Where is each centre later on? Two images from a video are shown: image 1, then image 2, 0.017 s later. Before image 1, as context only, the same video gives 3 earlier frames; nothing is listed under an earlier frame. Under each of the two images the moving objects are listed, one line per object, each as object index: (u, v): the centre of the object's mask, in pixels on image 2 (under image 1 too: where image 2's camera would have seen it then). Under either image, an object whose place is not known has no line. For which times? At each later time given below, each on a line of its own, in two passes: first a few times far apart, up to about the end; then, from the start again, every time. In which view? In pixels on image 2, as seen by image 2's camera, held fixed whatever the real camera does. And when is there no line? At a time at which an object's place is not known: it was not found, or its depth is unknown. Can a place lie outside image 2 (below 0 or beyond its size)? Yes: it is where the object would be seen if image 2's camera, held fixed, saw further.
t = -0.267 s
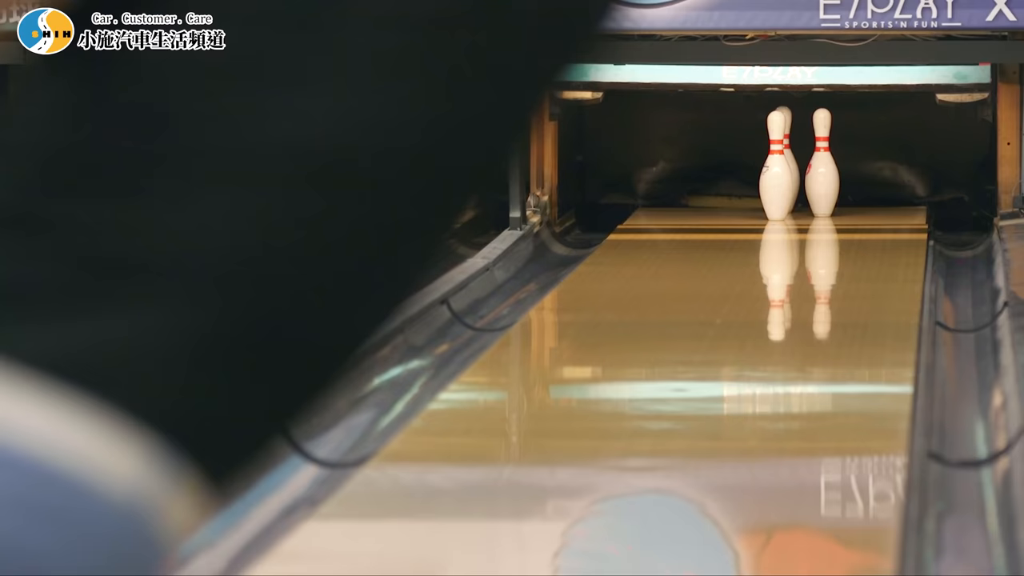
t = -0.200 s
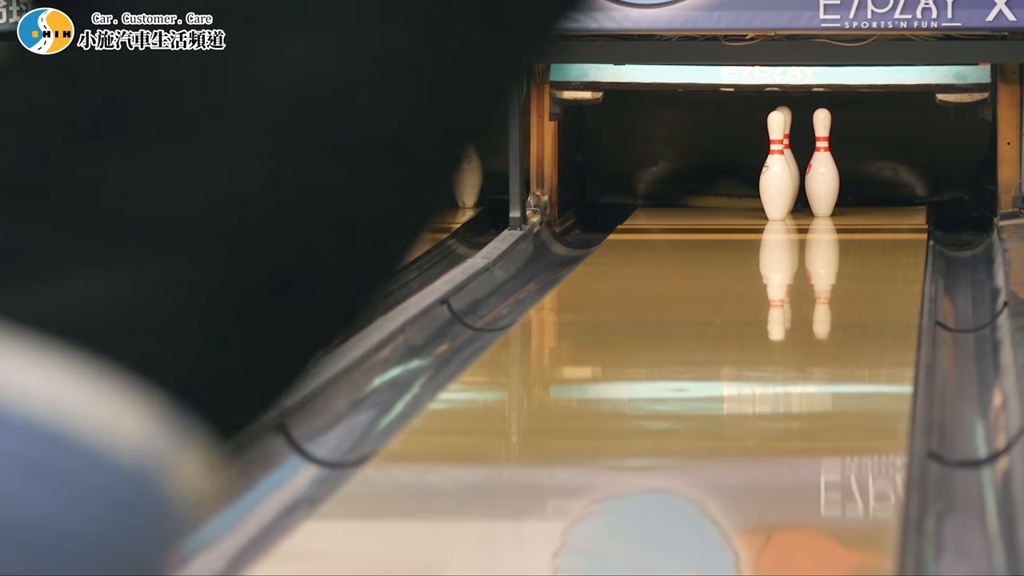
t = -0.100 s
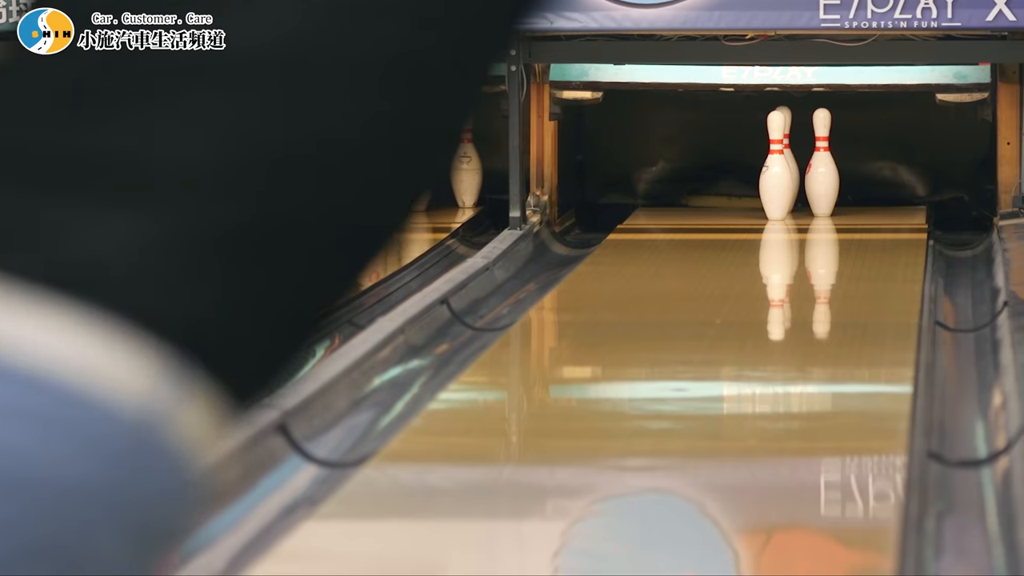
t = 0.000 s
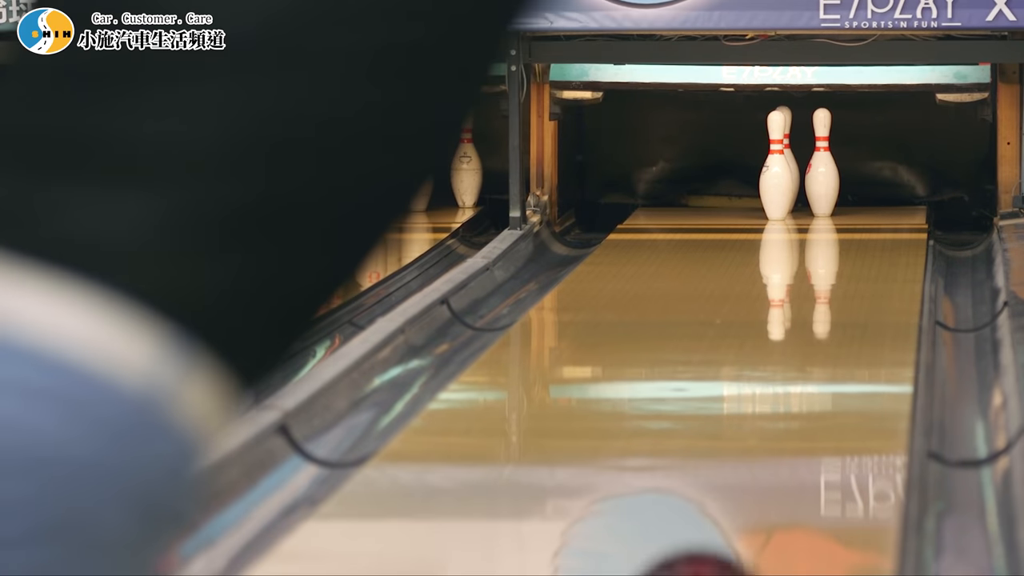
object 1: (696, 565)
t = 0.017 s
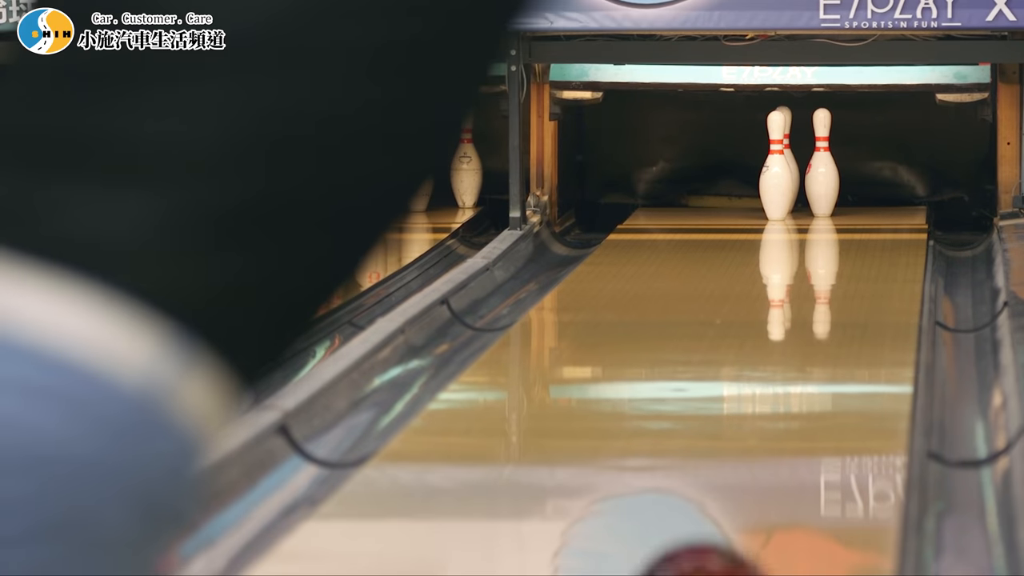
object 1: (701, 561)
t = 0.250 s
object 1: (753, 511)
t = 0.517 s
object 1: (790, 425)
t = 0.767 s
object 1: (811, 364)
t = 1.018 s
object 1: (823, 316)
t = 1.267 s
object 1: (827, 278)
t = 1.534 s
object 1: (821, 246)
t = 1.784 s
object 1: (806, 222)
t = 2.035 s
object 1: (783, 201)
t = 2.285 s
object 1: (752, 185)
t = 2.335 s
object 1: (745, 183)
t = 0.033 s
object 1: (704, 558)
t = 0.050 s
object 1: (709, 555)
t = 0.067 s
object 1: (714, 552)
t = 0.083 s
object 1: (719, 548)
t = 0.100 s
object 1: (723, 545)
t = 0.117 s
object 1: (727, 542)
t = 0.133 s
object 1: (731, 538)
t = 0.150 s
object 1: (734, 534)
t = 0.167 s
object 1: (737, 531)
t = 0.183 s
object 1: (741, 527)
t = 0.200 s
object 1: (744, 524)
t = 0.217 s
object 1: (747, 520)
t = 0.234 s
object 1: (750, 516)
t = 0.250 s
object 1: (753, 511)
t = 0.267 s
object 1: (756, 505)
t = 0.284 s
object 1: (758, 499)
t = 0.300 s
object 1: (760, 493)
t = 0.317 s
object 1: (763, 488)
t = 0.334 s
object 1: (766, 482)
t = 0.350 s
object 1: (768, 477)
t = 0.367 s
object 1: (771, 470)
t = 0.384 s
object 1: (773, 465)
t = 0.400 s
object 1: (775, 460)
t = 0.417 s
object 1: (777, 455)
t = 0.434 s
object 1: (780, 449)
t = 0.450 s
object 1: (781, 445)
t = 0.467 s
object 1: (799, 442)
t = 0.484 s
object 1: (785, 434)
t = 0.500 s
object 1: (788, 429)
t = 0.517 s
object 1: (790, 425)
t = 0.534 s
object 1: (791, 420)
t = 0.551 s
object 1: (793, 416)
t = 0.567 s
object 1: (795, 411)
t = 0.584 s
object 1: (796, 407)
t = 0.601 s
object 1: (798, 402)
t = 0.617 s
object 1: (799, 398)
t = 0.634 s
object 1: (801, 394)
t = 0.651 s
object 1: (802, 390)
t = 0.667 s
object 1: (804, 386)
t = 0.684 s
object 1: (805, 383)
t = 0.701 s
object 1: (806, 379)
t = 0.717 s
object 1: (808, 375)
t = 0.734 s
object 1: (809, 371)
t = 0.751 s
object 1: (810, 367)
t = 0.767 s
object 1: (811, 364)
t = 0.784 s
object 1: (812, 360)
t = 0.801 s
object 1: (813, 357)
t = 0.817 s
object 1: (814, 353)
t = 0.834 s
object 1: (815, 350)
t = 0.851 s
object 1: (816, 346)
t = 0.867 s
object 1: (817, 343)
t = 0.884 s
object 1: (818, 340)
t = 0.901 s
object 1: (819, 337)
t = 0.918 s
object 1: (820, 334)
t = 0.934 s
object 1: (820, 331)
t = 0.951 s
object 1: (821, 327)
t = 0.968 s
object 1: (822, 324)
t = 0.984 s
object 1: (822, 321)
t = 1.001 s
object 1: (822, 319)
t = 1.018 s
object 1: (823, 316)
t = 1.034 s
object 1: (824, 313)
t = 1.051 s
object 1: (824, 310)
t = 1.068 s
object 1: (824, 307)
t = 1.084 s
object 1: (825, 305)
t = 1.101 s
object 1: (825, 302)
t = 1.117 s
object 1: (826, 299)
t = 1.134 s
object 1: (826, 297)
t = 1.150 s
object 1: (826, 295)
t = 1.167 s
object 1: (827, 292)
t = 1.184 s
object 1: (827, 290)
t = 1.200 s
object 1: (827, 288)
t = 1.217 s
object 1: (827, 285)
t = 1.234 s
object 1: (827, 283)
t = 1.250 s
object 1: (827, 280)
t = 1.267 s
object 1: (827, 278)
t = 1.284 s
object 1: (827, 276)
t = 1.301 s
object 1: (827, 274)
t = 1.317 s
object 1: (827, 271)
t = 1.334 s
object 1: (826, 269)
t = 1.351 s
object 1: (826, 267)
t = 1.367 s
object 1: (826, 265)
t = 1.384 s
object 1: (826, 263)
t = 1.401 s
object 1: (825, 262)
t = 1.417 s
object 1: (824, 259)
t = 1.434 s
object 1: (824, 257)
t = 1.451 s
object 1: (824, 255)
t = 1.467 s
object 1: (823, 254)
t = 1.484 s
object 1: (823, 252)
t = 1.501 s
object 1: (822, 250)
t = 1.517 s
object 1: (821, 248)
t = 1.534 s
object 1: (821, 246)
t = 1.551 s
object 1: (820, 244)
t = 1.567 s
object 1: (819, 243)
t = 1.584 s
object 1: (818, 241)
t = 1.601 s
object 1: (817, 239)
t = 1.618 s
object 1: (816, 238)
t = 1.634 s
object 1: (816, 236)
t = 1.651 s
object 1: (815, 235)
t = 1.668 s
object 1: (814, 233)
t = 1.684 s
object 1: (812, 231)
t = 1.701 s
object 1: (811, 230)
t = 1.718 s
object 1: (810, 229)
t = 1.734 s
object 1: (809, 227)
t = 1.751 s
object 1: (808, 225)
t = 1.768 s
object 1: (807, 224)
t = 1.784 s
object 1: (806, 222)
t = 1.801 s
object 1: (804, 221)
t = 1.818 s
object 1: (803, 219)
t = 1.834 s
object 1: (802, 218)
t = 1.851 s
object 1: (800, 216)
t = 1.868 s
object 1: (799, 215)
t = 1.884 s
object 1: (797, 213)
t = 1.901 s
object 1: (796, 212)
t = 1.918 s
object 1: (794, 210)
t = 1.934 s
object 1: (793, 209)
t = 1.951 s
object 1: (791, 208)
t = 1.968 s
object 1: (790, 206)
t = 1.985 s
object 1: (788, 205)
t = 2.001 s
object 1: (786, 203)
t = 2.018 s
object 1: (785, 202)
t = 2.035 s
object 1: (783, 201)
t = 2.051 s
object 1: (781, 199)
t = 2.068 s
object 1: (780, 198)
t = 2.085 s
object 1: (778, 196)
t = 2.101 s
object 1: (776, 195)
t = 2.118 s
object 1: (774, 193)
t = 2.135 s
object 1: (773, 192)
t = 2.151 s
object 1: (771, 191)
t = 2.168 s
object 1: (769, 190)
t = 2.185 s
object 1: (767, 190)
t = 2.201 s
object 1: (765, 189)
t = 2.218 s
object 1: (762, 188)
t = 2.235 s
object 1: (760, 188)
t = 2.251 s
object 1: (756, 187)
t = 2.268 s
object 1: (755, 186)
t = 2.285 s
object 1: (752, 185)
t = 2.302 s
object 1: (749, 184)
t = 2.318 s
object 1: (747, 183)
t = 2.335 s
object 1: (745, 183)
